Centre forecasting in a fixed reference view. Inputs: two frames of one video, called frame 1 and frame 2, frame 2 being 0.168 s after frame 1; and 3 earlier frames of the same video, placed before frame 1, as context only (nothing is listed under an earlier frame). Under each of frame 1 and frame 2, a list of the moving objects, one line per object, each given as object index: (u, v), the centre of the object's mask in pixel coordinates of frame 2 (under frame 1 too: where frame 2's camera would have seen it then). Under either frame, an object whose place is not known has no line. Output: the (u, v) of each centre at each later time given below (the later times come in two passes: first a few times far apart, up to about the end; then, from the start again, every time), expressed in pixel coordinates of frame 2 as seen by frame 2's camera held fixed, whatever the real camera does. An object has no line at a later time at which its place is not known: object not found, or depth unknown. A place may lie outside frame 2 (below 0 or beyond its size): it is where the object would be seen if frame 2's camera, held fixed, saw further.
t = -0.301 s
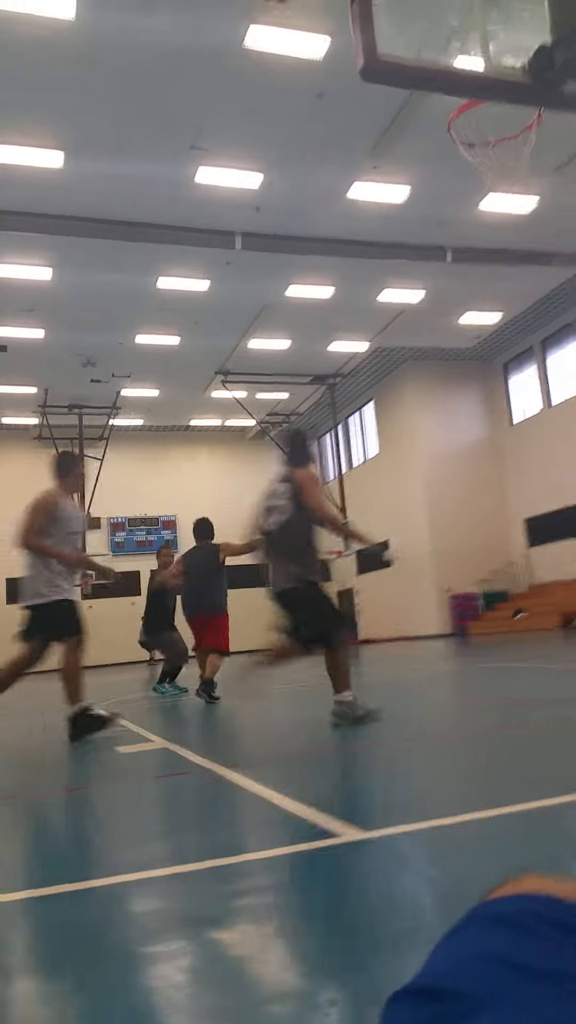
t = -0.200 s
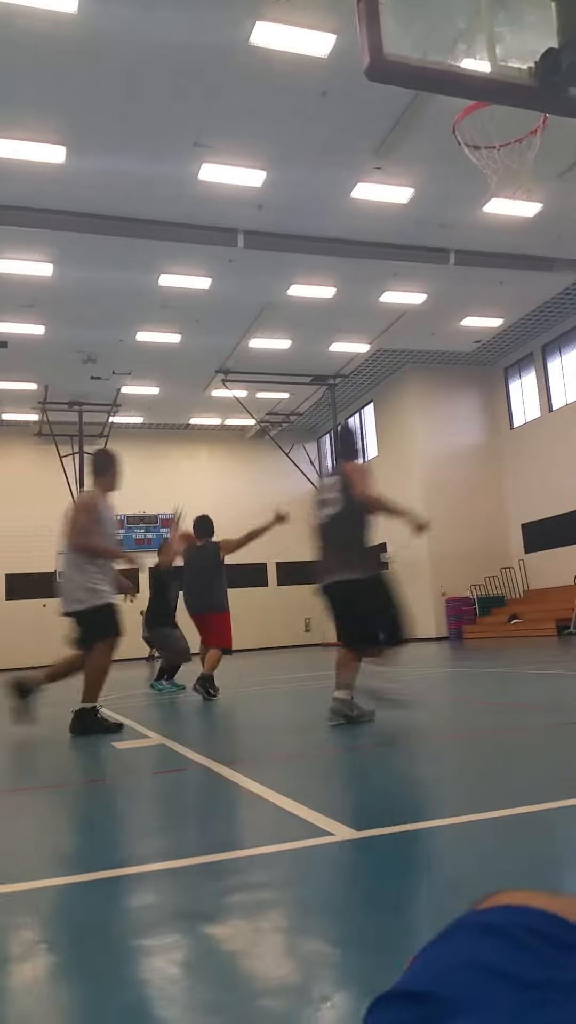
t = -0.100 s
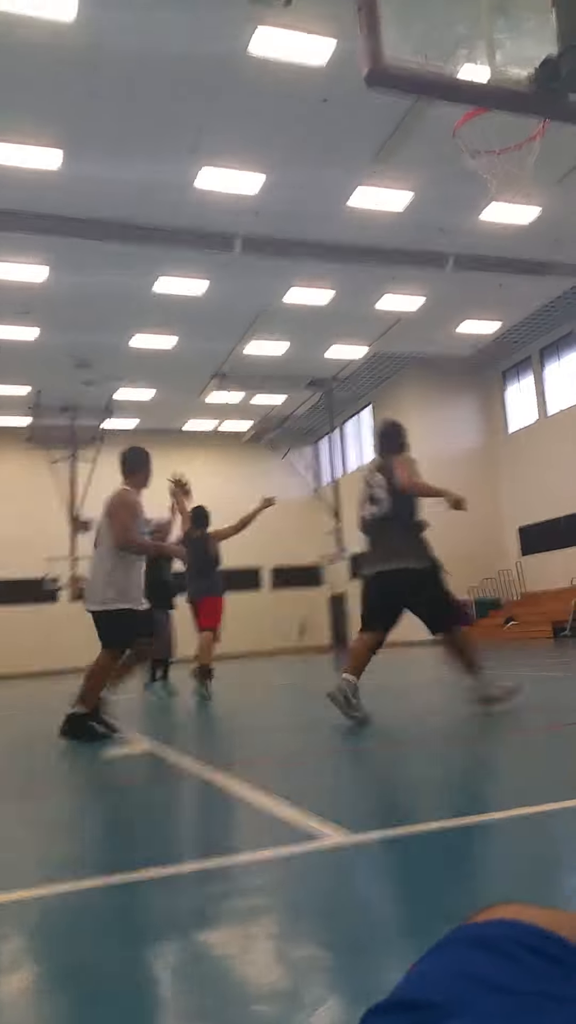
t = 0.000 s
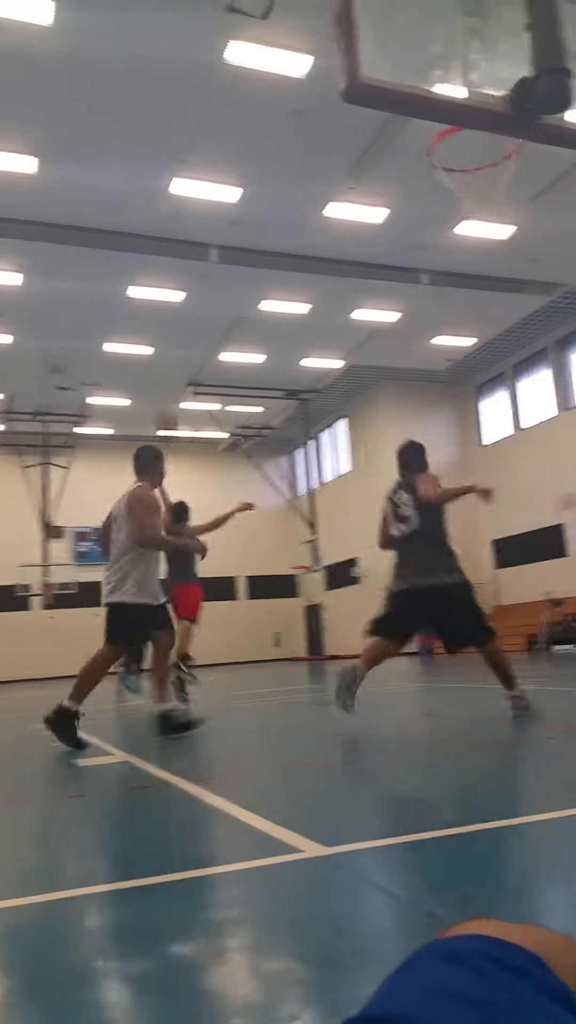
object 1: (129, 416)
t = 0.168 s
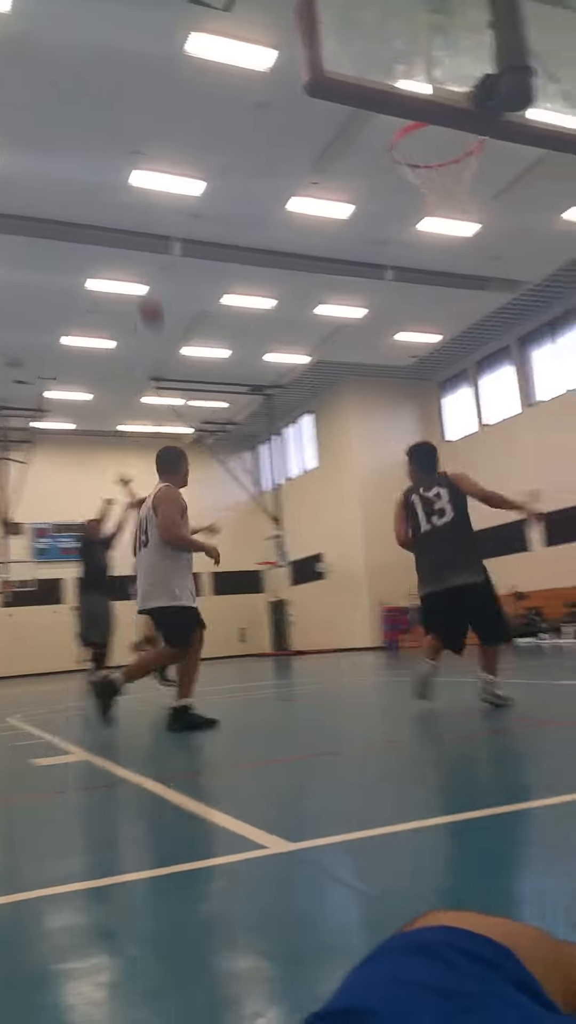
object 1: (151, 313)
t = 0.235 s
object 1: (163, 273)
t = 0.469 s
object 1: (205, 166)
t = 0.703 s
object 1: (256, 99)
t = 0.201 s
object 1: (157, 293)
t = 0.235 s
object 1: (163, 273)
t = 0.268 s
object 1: (168, 254)
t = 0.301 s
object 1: (172, 241)
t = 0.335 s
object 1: (180, 224)
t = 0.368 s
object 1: (188, 207)
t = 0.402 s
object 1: (197, 195)
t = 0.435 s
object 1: (200, 177)
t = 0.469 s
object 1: (205, 166)
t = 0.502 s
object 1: (212, 153)
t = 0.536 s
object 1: (219, 142)
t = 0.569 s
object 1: (226, 131)
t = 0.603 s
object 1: (232, 121)
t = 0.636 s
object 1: (240, 113)
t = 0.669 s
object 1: (248, 105)
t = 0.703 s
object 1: (256, 99)
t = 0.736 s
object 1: (264, 94)
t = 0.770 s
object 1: (274, 88)
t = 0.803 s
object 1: (283, 85)
